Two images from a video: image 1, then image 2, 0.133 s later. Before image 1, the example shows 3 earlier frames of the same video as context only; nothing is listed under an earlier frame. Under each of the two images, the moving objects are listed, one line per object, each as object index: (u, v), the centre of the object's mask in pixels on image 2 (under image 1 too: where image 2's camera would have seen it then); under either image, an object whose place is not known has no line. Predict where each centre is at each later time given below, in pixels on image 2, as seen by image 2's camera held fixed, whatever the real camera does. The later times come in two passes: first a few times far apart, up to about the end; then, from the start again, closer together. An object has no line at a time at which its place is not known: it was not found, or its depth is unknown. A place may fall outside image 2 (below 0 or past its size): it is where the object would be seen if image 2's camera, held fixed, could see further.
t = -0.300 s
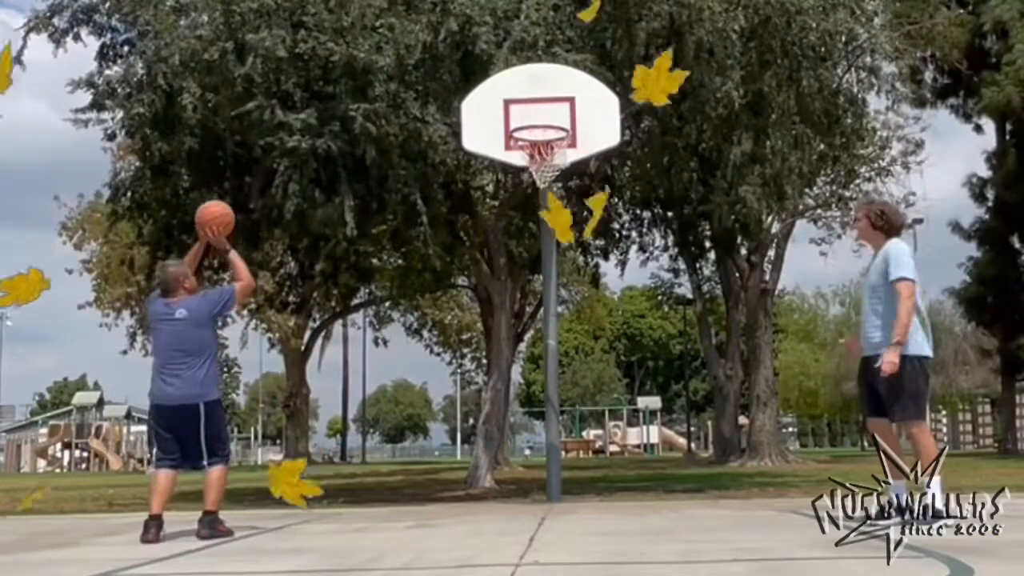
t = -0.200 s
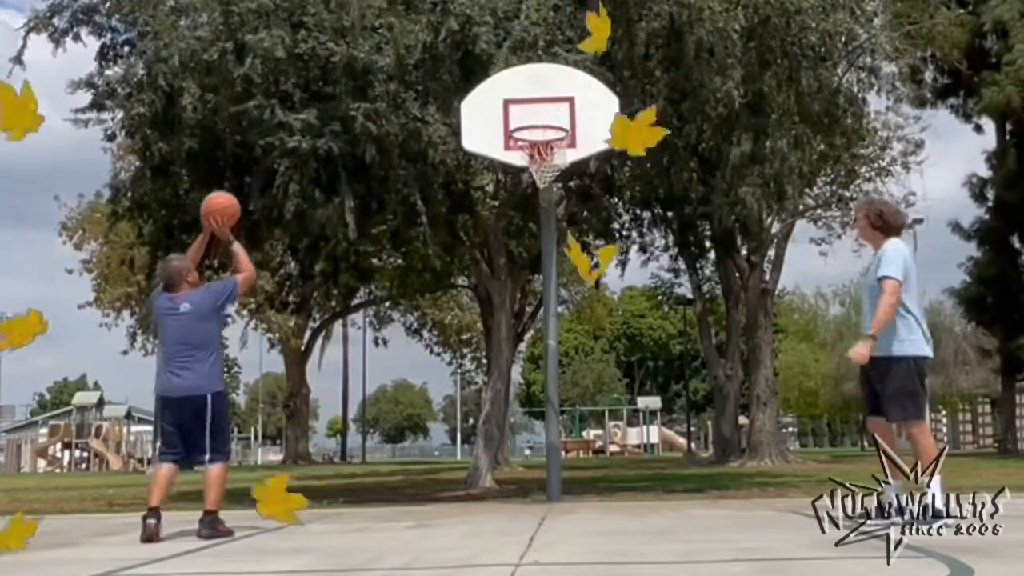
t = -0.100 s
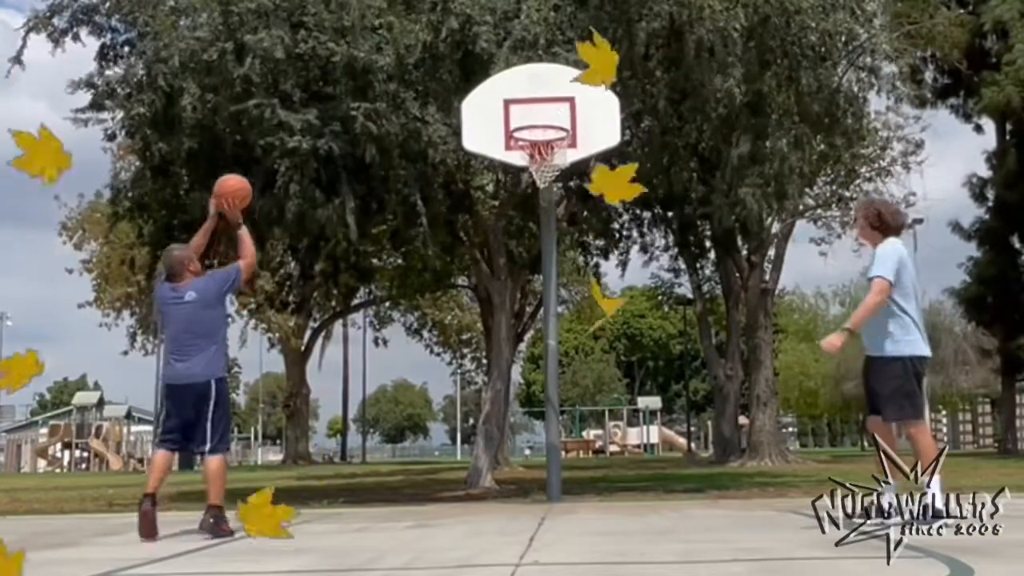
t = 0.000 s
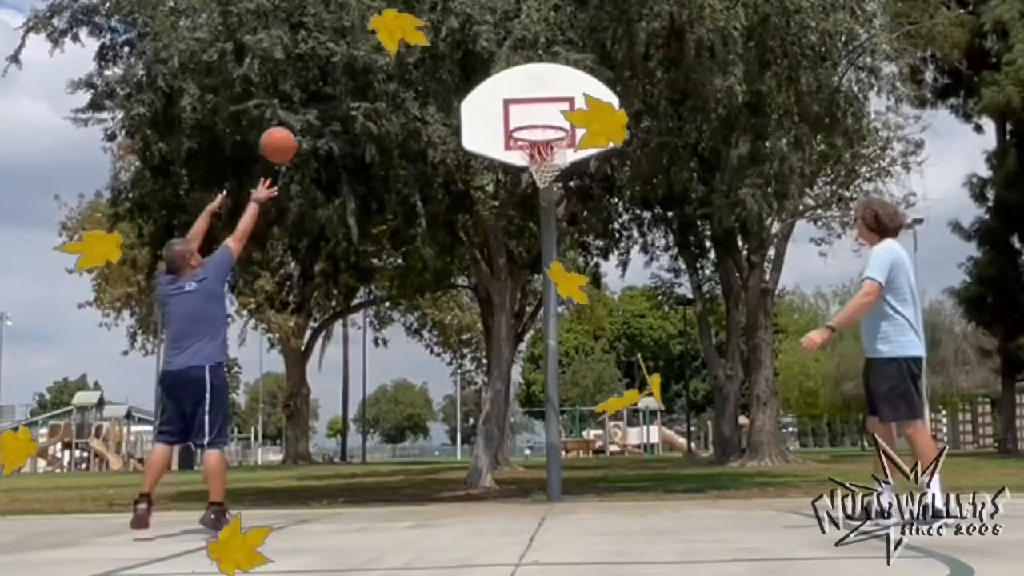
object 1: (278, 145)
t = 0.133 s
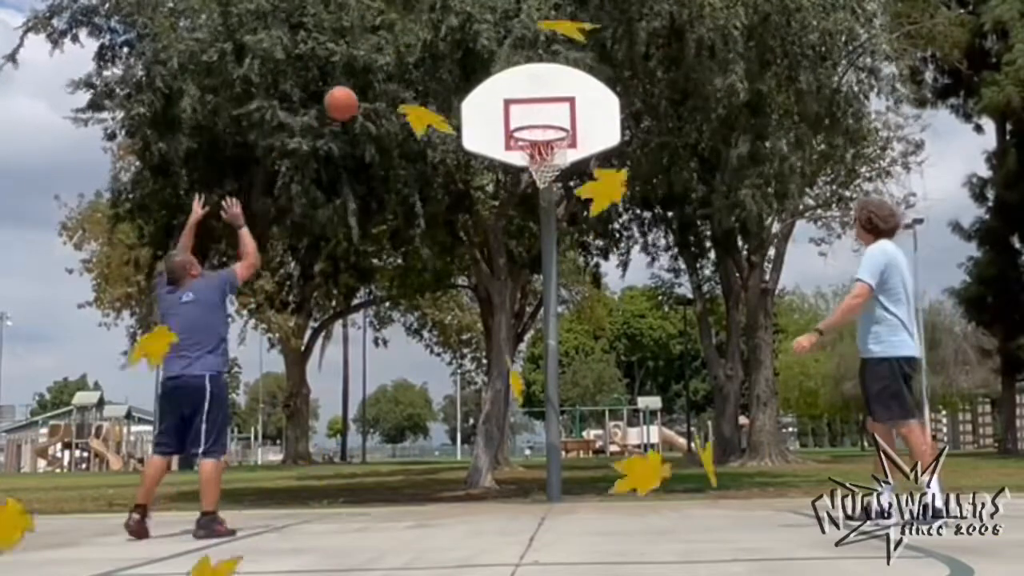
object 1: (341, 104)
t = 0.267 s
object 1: (397, 90)
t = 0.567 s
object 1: (496, 132)
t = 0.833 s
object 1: (423, 135)
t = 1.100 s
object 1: (327, 215)
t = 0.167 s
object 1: (355, 98)
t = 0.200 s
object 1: (369, 93)
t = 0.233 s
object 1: (383, 91)
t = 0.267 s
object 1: (397, 90)
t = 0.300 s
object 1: (410, 89)
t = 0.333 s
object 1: (423, 92)
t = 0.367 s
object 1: (433, 94)
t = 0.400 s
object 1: (446, 99)
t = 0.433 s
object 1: (456, 103)
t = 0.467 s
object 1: (467, 110)
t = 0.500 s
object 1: (478, 117)
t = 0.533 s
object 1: (489, 127)
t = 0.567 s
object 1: (496, 132)
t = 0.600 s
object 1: (501, 132)
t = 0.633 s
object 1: (494, 130)
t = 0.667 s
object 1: (481, 128)
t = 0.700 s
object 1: (470, 127)
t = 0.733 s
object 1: (458, 127)
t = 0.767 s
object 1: (448, 127)
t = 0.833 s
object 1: (423, 135)
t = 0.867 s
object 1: (412, 140)
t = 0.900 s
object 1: (400, 147)
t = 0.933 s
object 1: (388, 155)
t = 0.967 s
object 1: (376, 164)
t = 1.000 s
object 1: (364, 175)
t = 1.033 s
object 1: (352, 187)
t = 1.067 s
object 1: (339, 200)
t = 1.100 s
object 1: (327, 215)
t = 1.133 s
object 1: (314, 232)
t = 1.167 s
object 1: (302, 249)
